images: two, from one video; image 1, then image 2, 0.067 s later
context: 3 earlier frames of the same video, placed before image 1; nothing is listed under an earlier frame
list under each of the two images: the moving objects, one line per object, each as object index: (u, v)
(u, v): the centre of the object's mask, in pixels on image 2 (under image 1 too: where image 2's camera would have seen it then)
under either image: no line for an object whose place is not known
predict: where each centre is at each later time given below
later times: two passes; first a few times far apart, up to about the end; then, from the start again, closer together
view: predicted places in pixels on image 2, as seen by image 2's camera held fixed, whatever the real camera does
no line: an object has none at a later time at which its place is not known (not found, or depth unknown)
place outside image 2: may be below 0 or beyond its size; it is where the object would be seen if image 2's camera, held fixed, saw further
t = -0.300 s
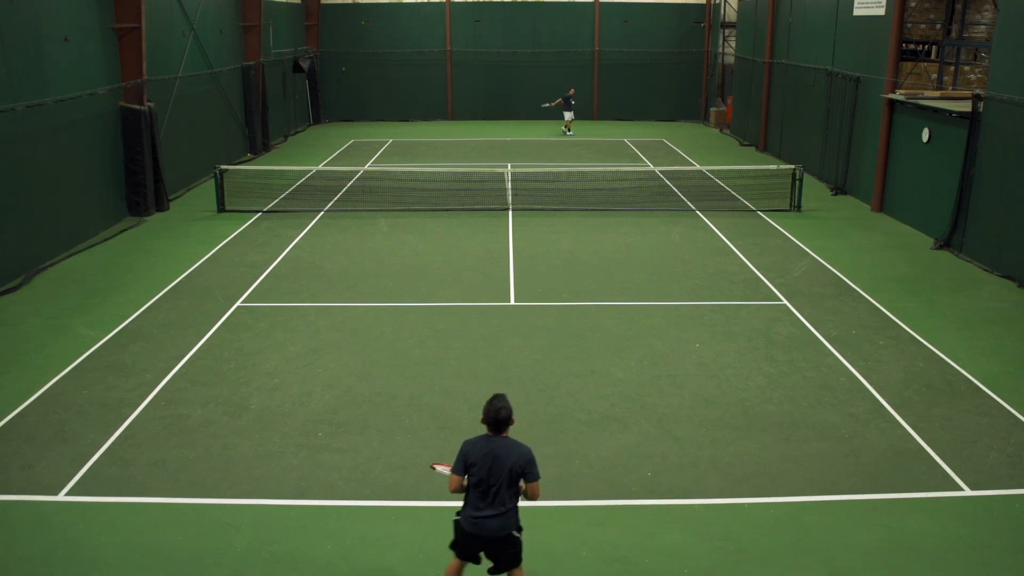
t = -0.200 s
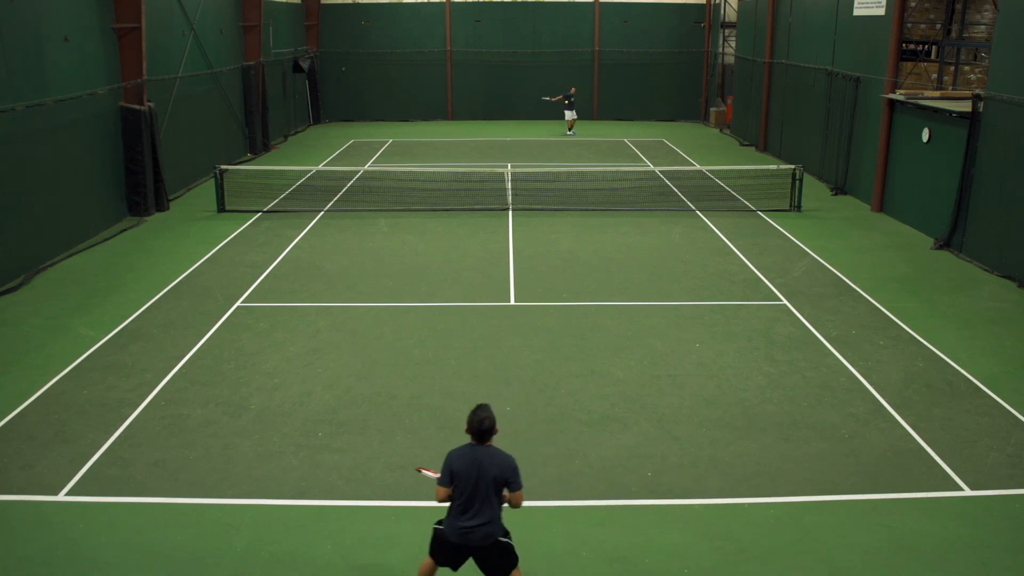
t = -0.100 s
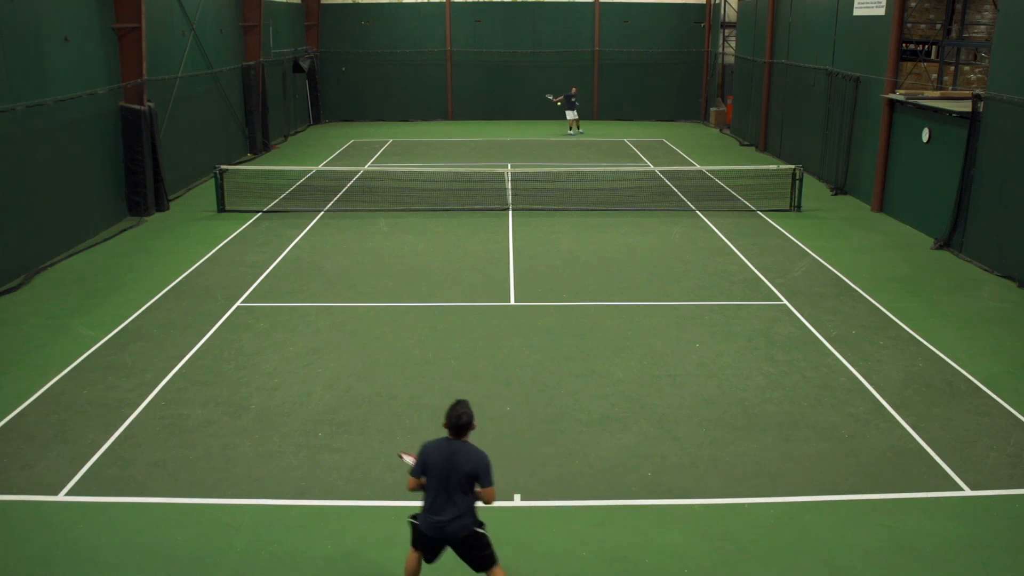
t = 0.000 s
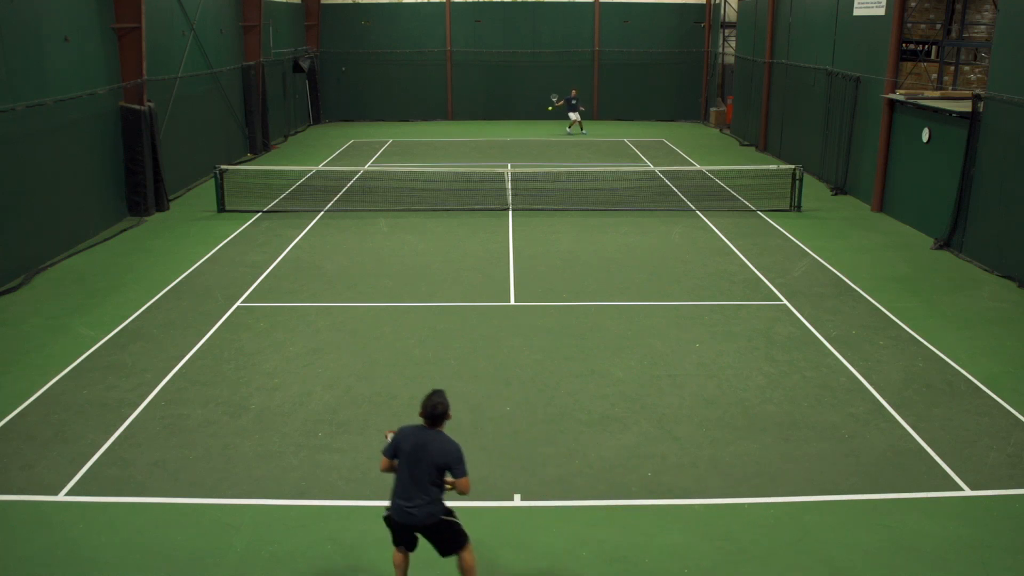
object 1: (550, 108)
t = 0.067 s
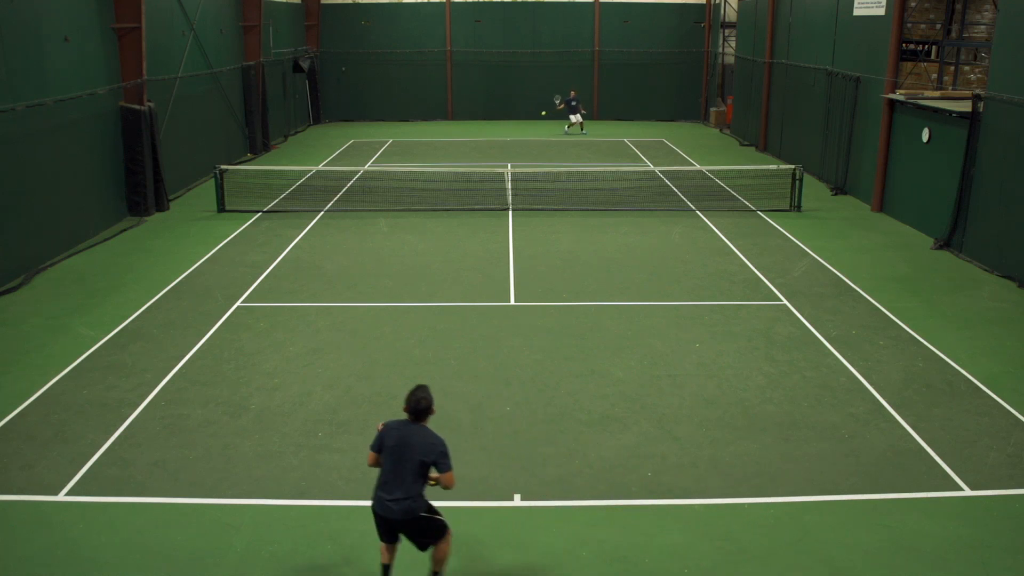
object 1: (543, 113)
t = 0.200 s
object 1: (528, 128)
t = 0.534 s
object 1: (471, 220)
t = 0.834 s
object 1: (385, 387)
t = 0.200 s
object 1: (528, 128)
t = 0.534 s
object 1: (471, 220)
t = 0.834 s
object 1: (385, 387)
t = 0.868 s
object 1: (377, 387)
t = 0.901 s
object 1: (368, 389)
